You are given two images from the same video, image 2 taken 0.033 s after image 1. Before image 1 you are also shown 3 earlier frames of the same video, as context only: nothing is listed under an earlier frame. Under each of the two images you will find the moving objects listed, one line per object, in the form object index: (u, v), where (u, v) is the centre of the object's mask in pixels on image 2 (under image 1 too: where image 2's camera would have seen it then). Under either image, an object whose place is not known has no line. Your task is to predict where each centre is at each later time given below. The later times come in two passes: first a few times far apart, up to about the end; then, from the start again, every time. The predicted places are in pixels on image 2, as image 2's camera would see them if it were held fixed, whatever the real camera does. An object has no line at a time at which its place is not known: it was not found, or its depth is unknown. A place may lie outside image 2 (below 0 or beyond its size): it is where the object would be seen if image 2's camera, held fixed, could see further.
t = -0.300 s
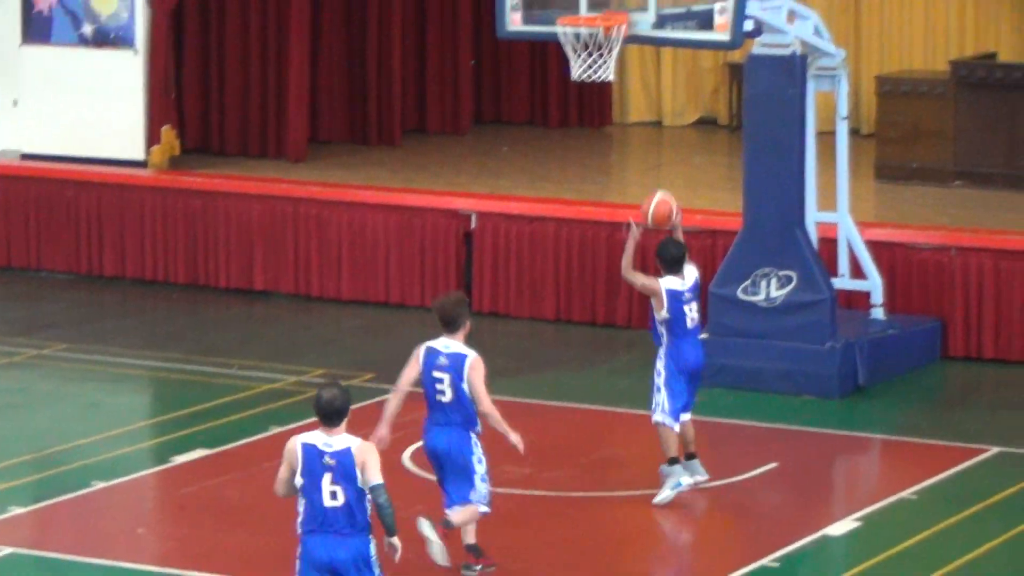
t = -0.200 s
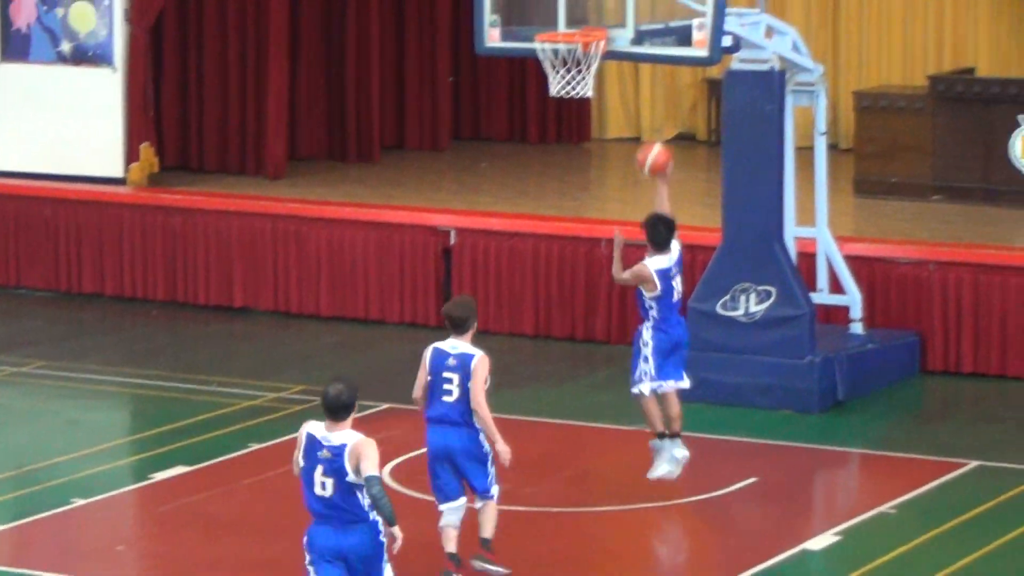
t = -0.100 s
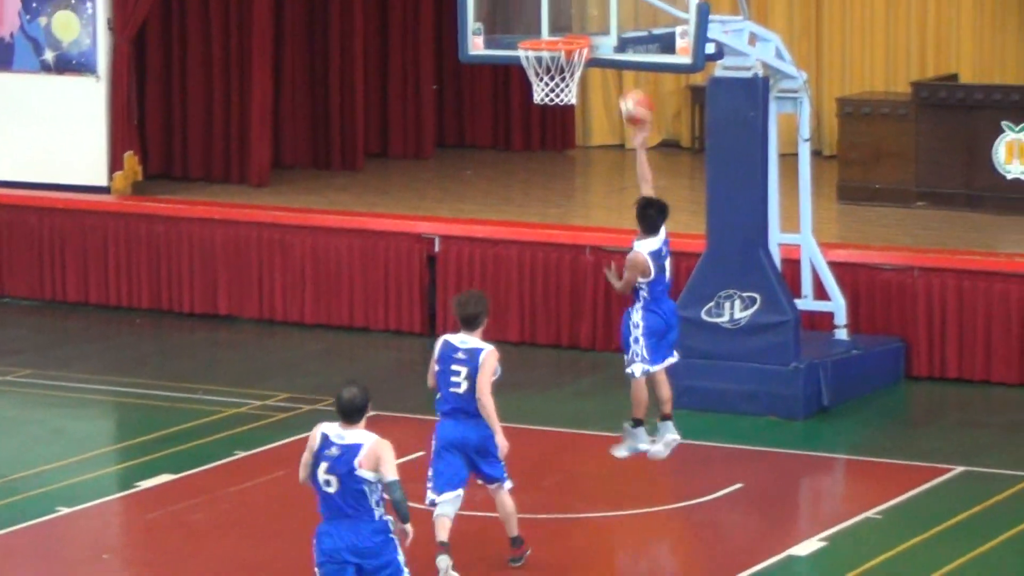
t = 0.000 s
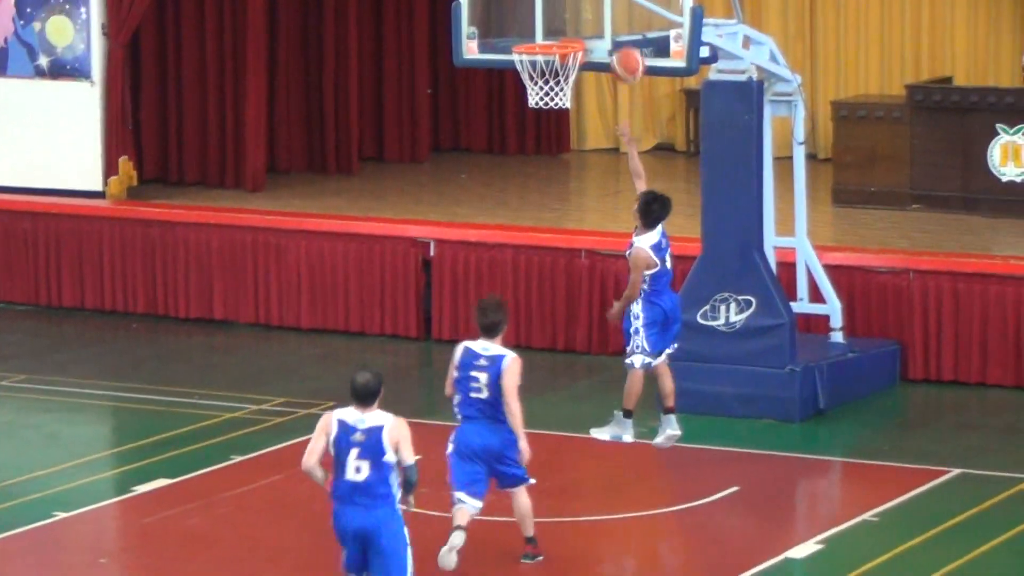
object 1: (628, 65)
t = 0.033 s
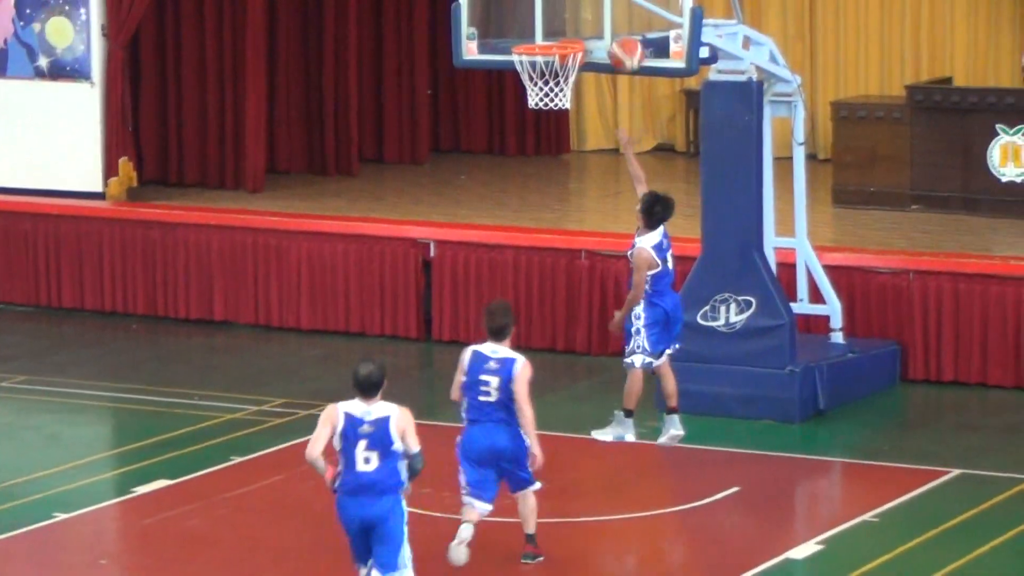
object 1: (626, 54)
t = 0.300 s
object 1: (583, 17)
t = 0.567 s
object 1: (545, 47)
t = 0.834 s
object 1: (523, 145)
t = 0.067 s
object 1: (626, 44)
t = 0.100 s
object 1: (621, 36)
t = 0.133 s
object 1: (615, 29)
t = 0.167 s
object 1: (608, 23)
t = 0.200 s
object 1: (601, 19)
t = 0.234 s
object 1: (596, 17)
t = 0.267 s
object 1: (589, 17)
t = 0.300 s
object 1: (583, 17)
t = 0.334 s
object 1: (576, 20)
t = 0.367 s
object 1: (569, 24)
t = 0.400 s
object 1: (562, 30)
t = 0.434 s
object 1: (556, 36)
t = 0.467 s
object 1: (553, 38)
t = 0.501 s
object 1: (550, 39)
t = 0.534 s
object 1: (548, 42)
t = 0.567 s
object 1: (545, 47)
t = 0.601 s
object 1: (542, 53)
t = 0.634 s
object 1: (541, 63)
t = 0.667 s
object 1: (537, 72)
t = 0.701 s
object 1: (534, 84)
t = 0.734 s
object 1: (531, 97)
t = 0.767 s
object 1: (528, 112)
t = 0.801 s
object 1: (526, 128)
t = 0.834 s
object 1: (523, 145)
